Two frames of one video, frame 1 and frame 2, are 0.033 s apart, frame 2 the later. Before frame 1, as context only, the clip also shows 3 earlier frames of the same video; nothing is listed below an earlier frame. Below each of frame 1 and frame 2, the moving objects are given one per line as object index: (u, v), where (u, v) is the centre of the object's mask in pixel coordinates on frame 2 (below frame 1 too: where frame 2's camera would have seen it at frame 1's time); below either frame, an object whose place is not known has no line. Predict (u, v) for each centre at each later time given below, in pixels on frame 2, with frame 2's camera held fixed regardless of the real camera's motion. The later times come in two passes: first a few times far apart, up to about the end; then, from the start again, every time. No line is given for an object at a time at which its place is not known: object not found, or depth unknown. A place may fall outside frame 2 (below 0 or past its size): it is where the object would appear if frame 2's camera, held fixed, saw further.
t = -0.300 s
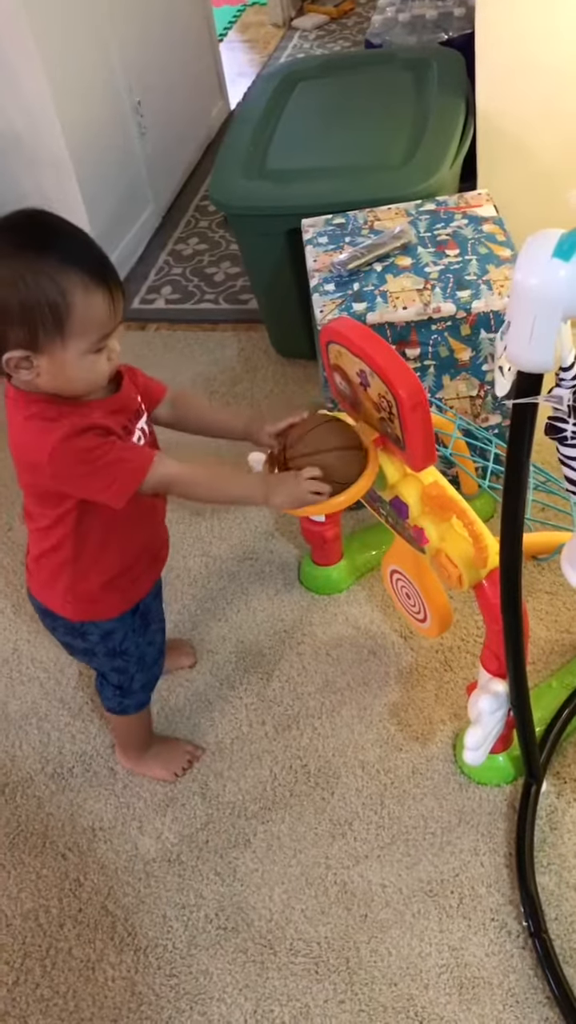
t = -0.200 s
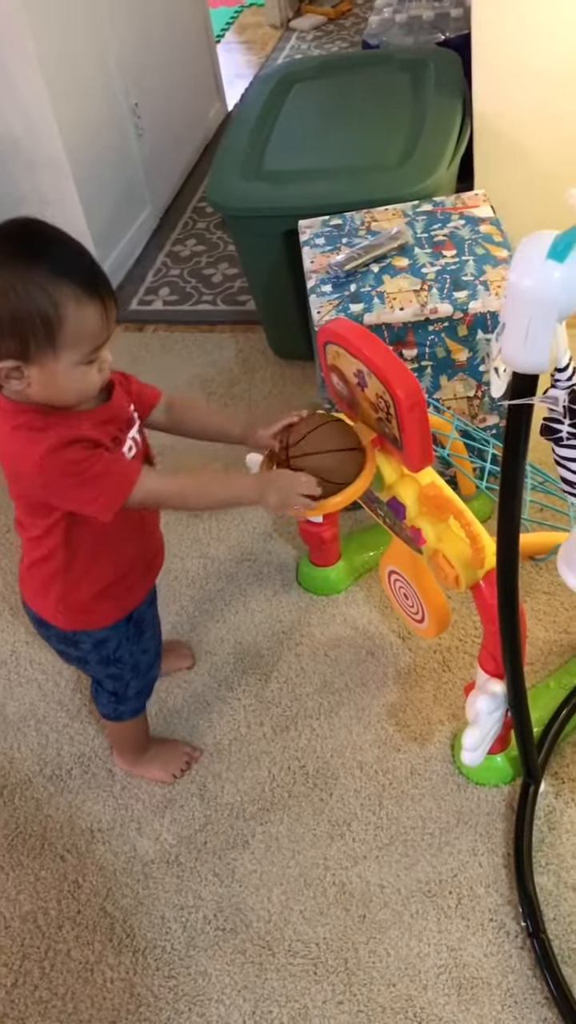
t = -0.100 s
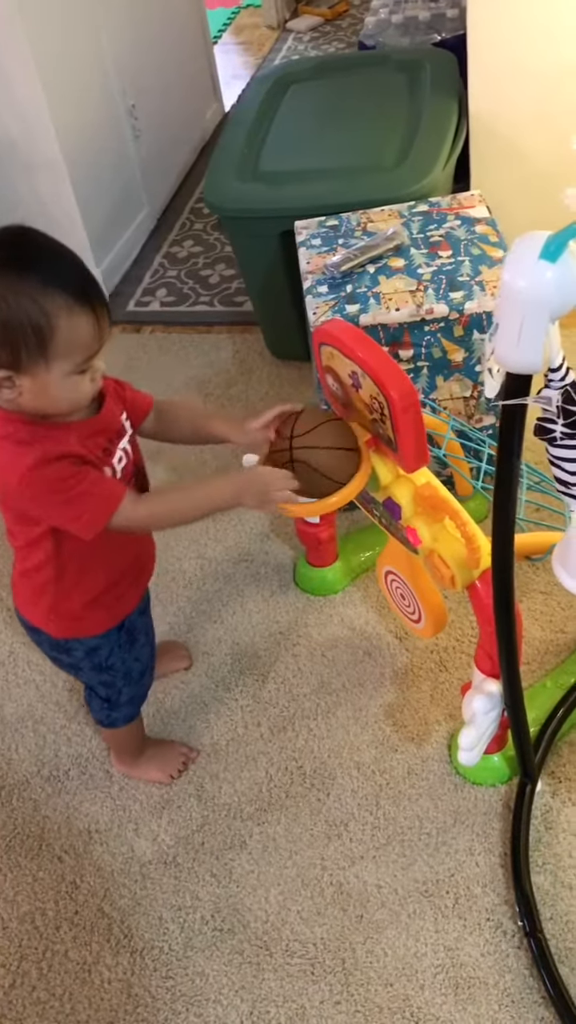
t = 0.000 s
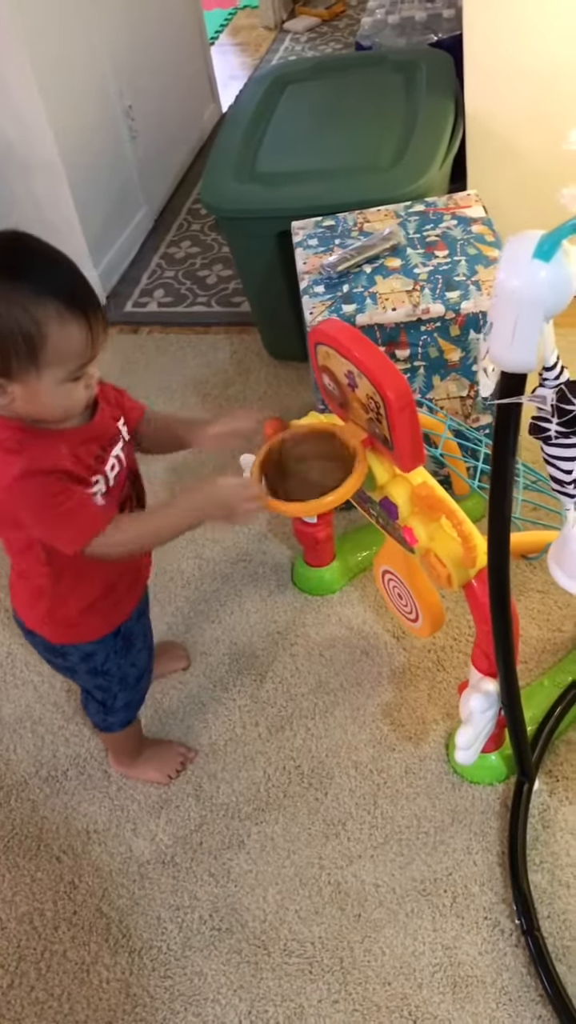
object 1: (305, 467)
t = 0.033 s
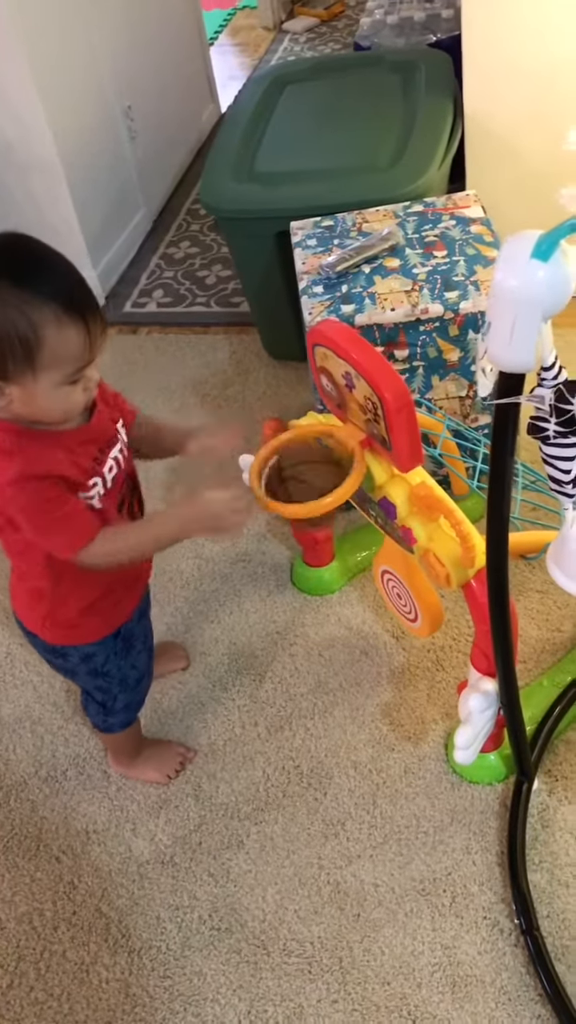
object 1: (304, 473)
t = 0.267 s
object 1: (333, 630)
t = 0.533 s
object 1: (335, 556)
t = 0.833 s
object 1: (347, 599)
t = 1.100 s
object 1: (341, 606)
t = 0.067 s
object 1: (308, 498)
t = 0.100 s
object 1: (316, 535)
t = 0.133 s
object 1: (318, 551)
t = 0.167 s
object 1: (323, 581)
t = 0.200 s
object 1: (330, 616)
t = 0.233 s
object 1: (336, 651)
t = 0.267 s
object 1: (333, 630)
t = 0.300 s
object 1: (331, 604)
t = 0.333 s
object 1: (328, 580)
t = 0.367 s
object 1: (327, 563)
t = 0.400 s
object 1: (328, 550)
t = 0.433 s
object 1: (329, 545)
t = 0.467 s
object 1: (330, 544)
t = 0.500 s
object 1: (333, 547)
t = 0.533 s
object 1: (335, 556)
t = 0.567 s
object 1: (336, 568)
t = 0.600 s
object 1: (341, 585)
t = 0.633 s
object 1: (340, 593)
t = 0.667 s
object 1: (335, 575)
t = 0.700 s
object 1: (333, 567)
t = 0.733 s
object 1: (334, 567)
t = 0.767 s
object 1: (337, 572)
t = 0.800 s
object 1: (342, 584)
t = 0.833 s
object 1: (347, 599)
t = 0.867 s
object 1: (348, 605)
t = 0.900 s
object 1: (346, 598)
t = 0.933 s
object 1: (345, 596)
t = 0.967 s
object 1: (344, 597)
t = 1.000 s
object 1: (343, 605)
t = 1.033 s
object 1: (342, 605)
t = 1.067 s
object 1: (341, 604)
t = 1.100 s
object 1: (341, 606)
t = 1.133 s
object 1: (340, 609)
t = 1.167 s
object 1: (338, 608)
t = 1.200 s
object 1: (337, 610)
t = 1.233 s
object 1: (335, 610)
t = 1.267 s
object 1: (334, 610)
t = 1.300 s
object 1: (332, 610)
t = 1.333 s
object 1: (331, 610)
